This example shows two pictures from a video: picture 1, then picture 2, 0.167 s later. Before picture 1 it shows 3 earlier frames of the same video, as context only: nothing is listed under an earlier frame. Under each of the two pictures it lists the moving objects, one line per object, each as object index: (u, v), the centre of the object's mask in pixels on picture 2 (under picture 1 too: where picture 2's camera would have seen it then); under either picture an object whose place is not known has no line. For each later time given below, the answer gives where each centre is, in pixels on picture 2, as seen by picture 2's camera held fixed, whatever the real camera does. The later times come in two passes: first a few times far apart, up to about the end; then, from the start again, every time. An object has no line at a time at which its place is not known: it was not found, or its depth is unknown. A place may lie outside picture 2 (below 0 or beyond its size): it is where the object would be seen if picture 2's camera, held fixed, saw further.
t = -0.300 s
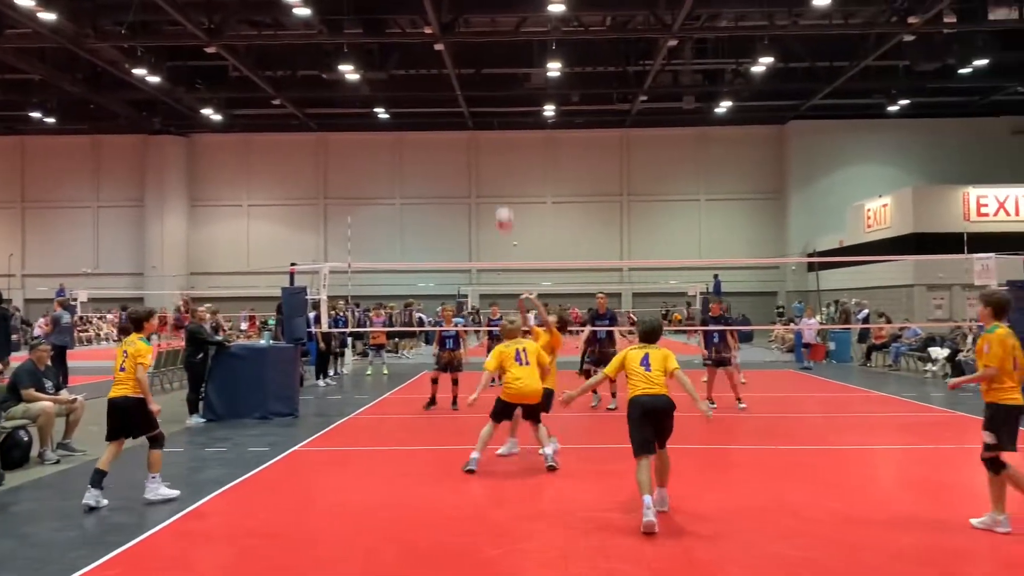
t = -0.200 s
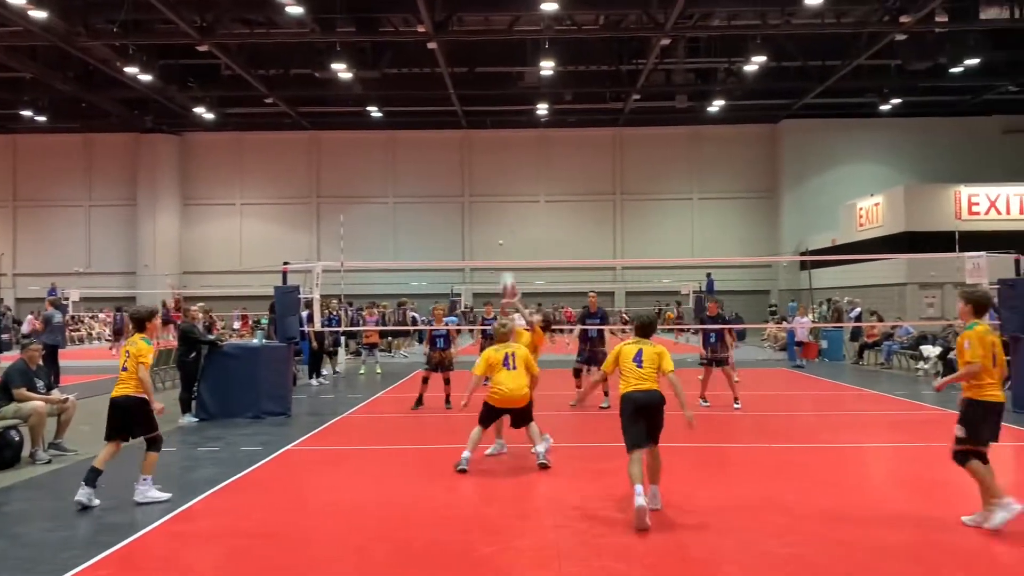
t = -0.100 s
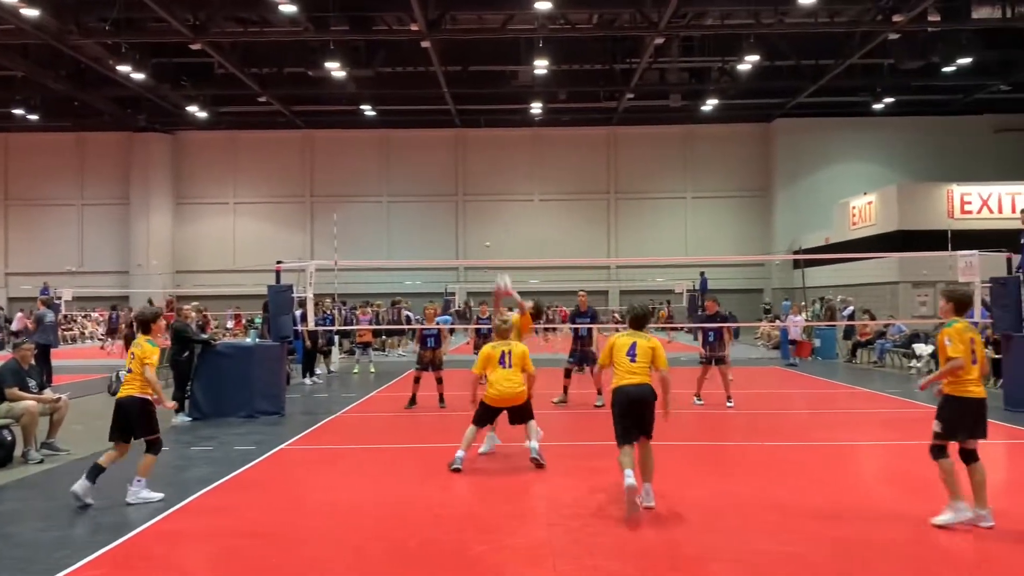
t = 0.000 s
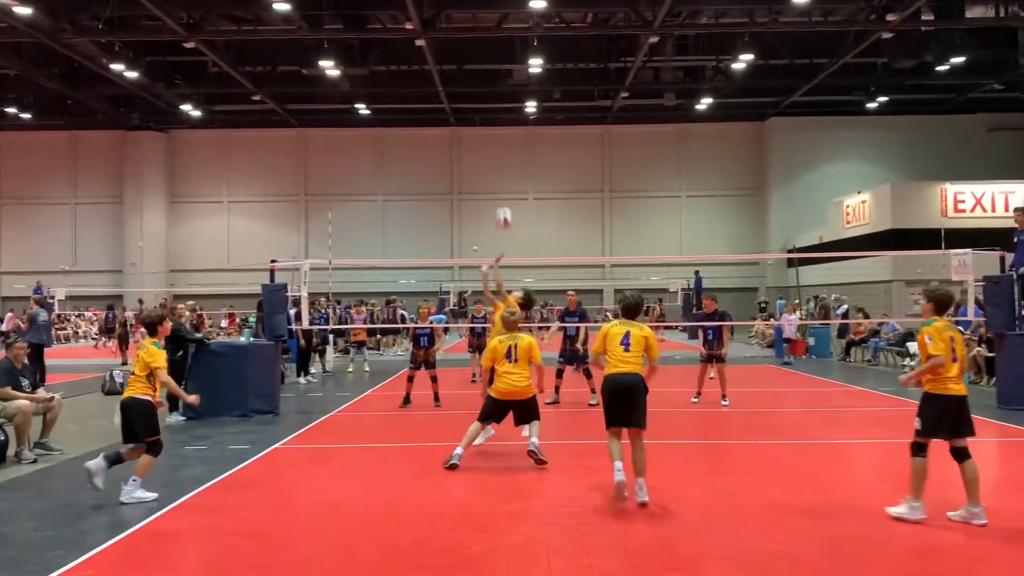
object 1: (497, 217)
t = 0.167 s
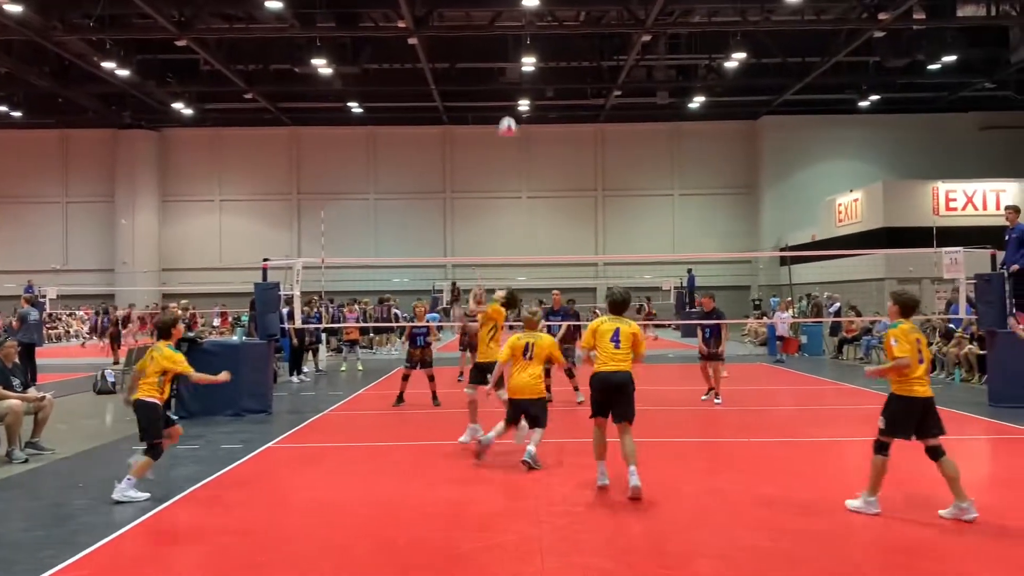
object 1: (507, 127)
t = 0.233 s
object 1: (511, 100)
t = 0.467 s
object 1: (525, 37)
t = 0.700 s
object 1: (539, 21)
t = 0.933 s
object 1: (552, 49)
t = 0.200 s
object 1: (509, 114)
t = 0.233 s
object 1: (511, 100)
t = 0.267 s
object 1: (513, 89)
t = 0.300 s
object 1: (515, 78)
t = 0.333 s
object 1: (516, 68)
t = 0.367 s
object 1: (518, 58)
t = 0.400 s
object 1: (521, 50)
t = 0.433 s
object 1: (523, 43)
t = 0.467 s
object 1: (525, 37)
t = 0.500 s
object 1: (527, 32)
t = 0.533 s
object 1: (529, 28)
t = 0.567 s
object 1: (531, 24)
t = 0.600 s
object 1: (533, 22)
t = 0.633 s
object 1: (535, 21)
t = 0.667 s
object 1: (537, 20)
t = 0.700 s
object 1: (539, 21)
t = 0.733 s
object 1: (541, 22)
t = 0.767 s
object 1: (543, 24)
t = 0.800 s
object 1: (545, 27)
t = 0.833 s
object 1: (547, 32)
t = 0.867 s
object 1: (549, 36)
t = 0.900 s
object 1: (551, 42)
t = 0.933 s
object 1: (552, 49)
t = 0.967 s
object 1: (554, 57)
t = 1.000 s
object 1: (556, 66)
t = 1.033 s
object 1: (558, 75)
